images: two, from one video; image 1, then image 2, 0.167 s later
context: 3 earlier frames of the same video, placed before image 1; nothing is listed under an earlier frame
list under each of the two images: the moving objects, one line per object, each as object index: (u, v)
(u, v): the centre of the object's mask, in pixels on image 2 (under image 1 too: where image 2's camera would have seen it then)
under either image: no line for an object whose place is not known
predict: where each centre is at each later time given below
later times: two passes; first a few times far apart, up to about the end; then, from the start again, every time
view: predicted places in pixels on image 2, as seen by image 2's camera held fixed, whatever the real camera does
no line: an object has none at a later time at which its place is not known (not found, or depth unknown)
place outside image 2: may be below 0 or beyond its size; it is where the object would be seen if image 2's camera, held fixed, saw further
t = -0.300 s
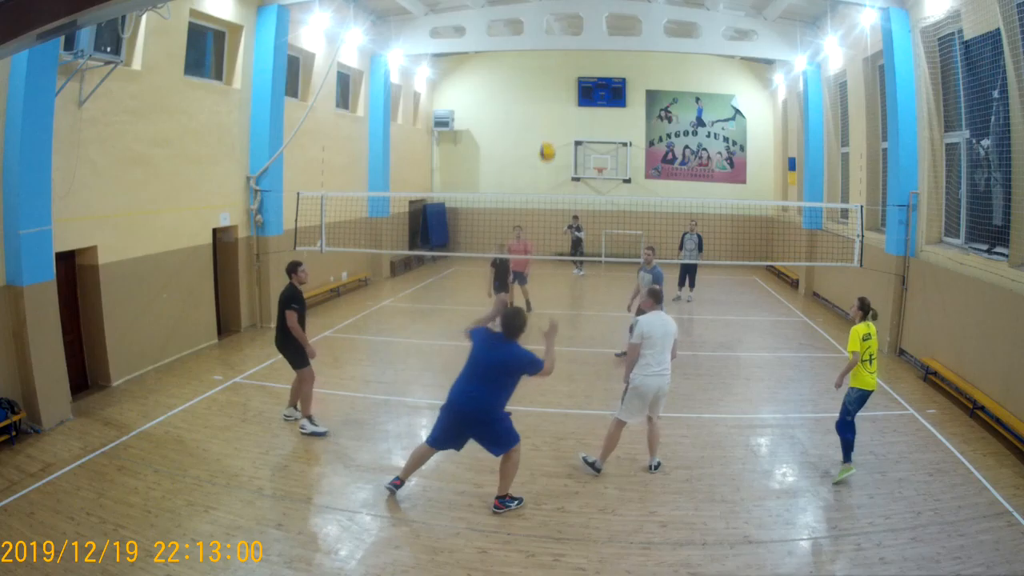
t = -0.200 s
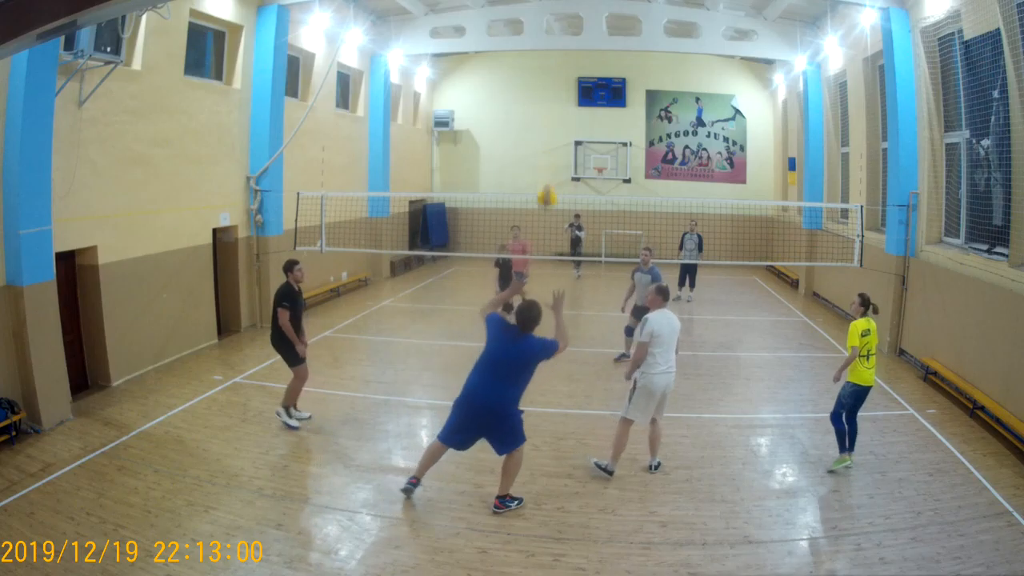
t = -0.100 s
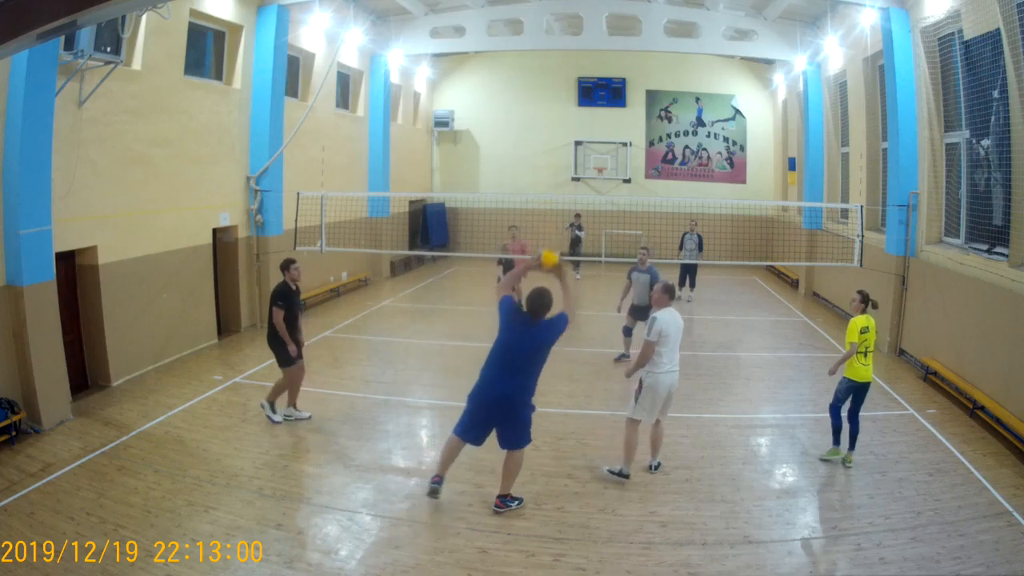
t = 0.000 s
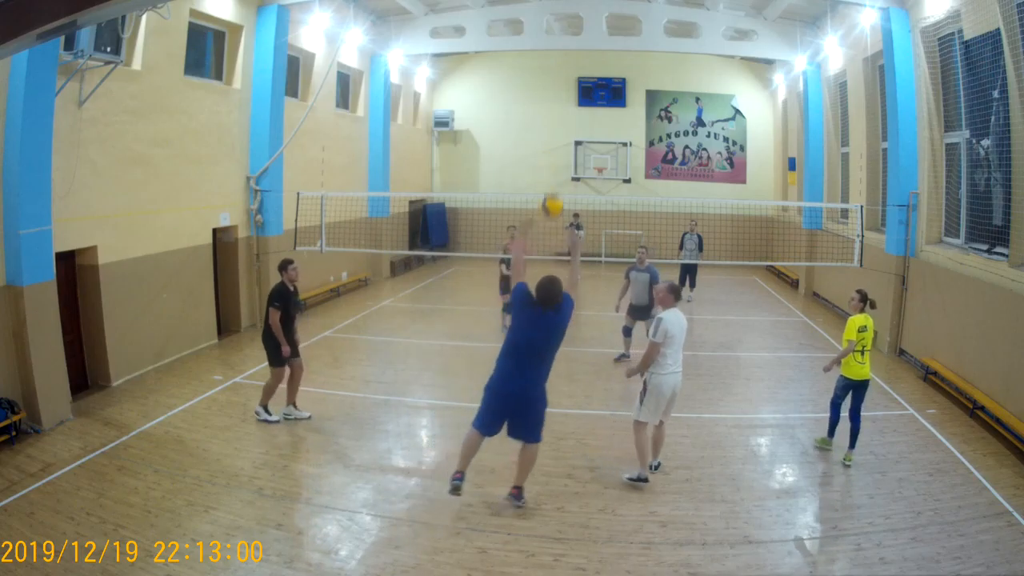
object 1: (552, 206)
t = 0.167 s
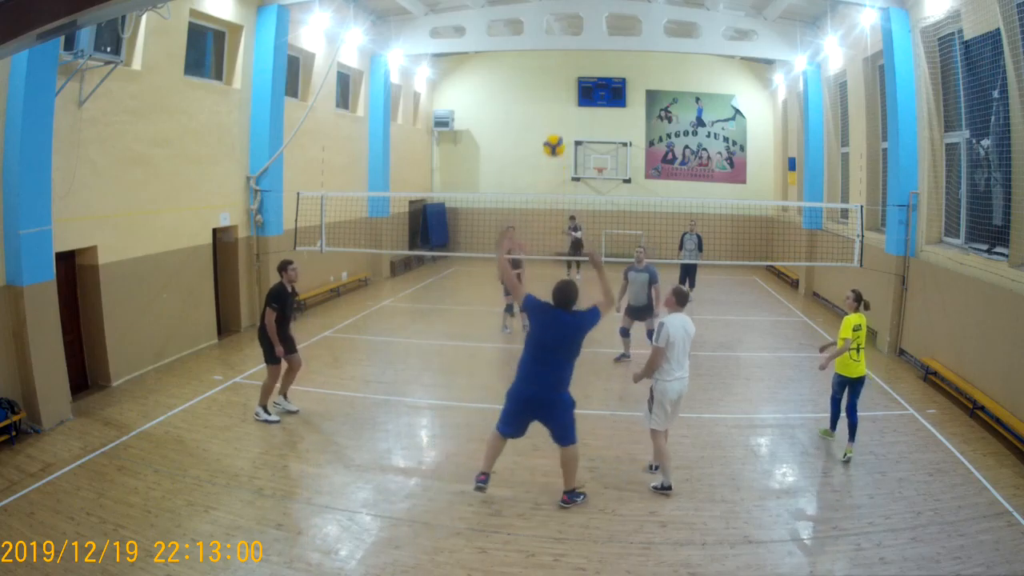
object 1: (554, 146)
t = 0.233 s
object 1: (554, 131)
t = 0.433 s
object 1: (555, 121)
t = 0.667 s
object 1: (554, 154)
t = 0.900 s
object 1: (554, 227)
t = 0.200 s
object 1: (554, 138)
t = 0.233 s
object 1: (554, 131)
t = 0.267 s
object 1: (554, 127)
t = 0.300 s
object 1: (554, 123)
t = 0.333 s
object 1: (554, 121)
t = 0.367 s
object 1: (555, 120)
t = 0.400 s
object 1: (555, 120)
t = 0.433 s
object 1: (555, 121)
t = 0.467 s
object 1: (554, 123)
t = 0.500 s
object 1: (554, 125)
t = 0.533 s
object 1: (554, 130)
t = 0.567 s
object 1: (554, 134)
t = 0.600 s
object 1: (554, 140)
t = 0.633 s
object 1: (554, 147)
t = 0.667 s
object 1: (554, 154)
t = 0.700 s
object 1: (554, 163)
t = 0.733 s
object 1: (554, 171)
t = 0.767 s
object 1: (554, 181)
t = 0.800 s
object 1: (554, 192)
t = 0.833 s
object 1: (554, 202)
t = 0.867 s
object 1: (554, 214)
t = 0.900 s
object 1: (554, 227)
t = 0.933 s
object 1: (554, 240)
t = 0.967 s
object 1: (554, 254)
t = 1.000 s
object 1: (552, 265)
